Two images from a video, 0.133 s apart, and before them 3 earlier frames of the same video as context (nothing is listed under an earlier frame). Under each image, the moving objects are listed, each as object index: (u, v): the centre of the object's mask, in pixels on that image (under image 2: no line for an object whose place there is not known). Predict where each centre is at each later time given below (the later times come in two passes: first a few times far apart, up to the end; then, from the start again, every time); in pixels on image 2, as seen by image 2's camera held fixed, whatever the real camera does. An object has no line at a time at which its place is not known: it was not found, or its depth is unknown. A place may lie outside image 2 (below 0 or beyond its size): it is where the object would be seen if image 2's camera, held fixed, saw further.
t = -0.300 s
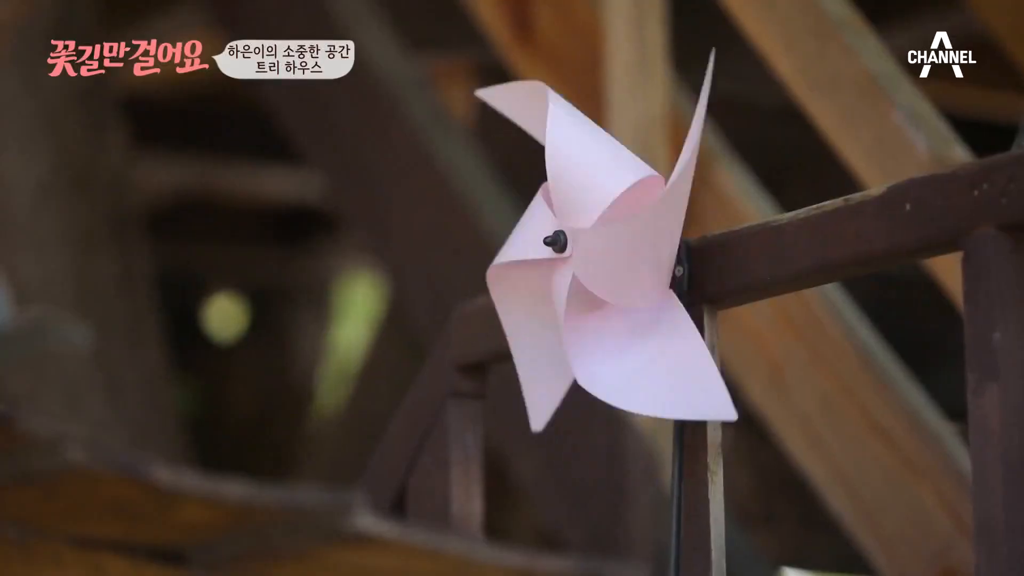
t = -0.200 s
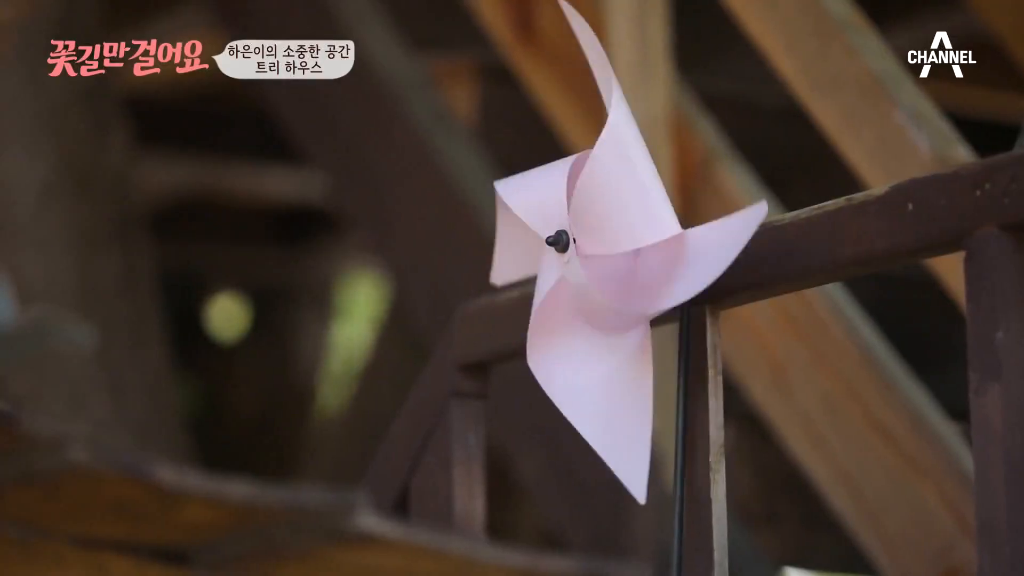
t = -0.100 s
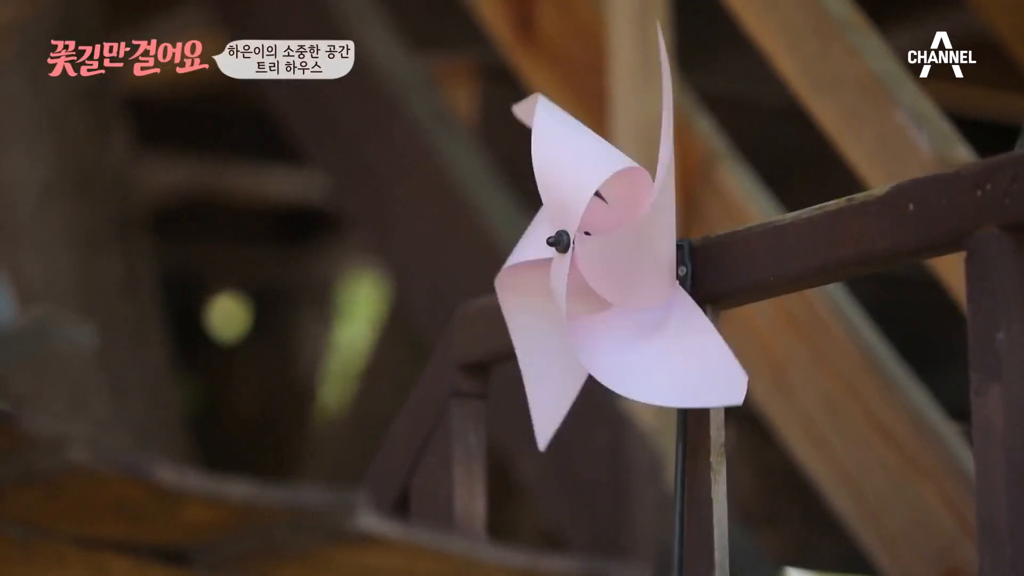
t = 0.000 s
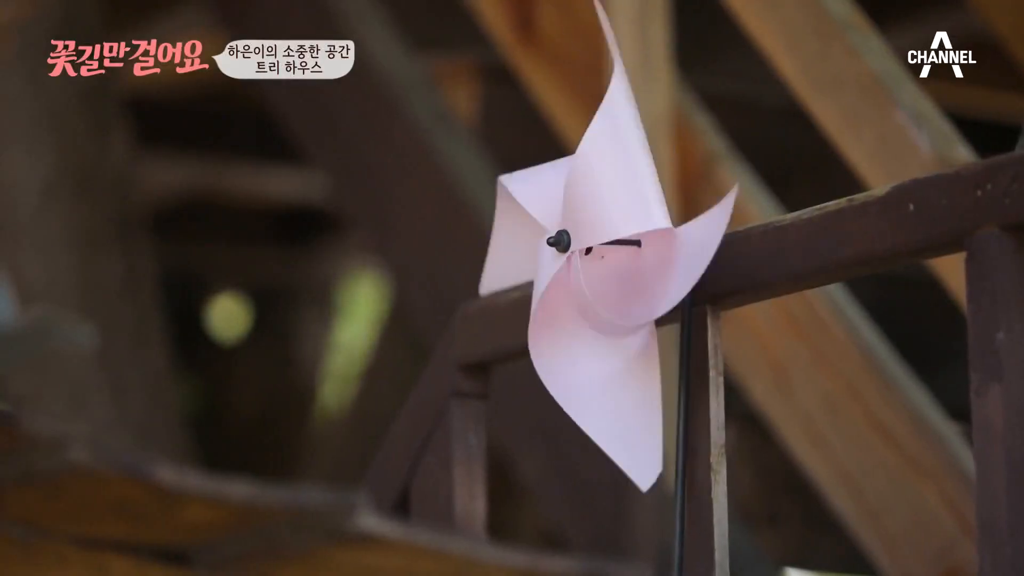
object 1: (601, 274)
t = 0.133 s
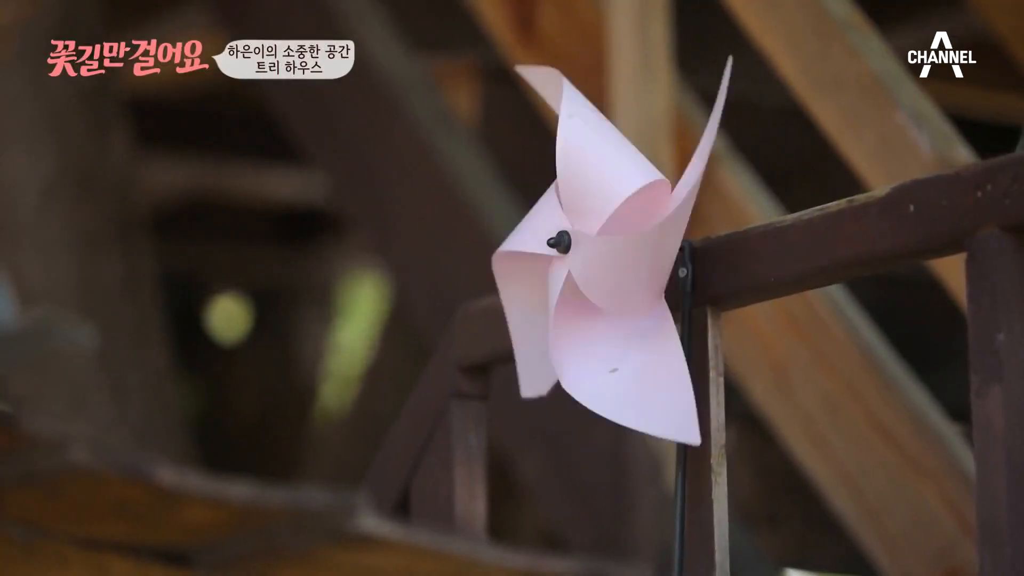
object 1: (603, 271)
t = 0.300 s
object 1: (604, 281)
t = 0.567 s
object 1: (606, 273)
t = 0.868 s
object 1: (602, 271)
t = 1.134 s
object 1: (601, 273)
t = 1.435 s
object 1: (604, 278)
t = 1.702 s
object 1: (605, 272)
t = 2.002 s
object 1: (602, 271)
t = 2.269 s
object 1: (606, 279)
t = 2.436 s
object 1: (600, 274)
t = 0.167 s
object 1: (604, 272)
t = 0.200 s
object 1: (605, 273)
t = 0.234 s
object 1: (607, 275)
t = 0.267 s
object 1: (607, 279)
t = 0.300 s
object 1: (604, 281)
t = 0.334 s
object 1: (603, 279)
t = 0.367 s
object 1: (601, 277)
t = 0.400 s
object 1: (601, 274)
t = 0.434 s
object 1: (602, 272)
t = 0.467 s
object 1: (603, 272)
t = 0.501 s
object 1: (605, 272)
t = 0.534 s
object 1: (606, 273)
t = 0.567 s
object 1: (606, 273)
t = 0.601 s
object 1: (608, 276)
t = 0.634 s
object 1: (609, 278)
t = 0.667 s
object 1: (606, 279)
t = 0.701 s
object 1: (603, 278)
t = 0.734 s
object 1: (601, 276)
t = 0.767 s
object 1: (601, 274)
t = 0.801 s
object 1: (601, 274)
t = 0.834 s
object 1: (602, 271)
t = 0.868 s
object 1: (602, 271)
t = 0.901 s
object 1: (604, 271)
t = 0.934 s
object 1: (605, 273)
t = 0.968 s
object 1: (607, 276)
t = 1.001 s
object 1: (607, 280)
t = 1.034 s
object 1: (604, 279)
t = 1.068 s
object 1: (602, 278)
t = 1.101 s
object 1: (601, 275)
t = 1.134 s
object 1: (601, 273)
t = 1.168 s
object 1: (602, 271)
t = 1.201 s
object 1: (603, 271)
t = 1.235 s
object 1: (604, 272)
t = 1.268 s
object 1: (606, 273)
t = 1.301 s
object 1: (607, 273)
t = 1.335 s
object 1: (608, 275)
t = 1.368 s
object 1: (609, 278)
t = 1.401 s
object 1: (607, 279)
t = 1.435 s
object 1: (604, 278)
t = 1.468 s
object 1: (602, 277)
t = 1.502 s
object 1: (601, 275)
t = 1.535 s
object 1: (602, 274)
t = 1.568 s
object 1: (601, 273)
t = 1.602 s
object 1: (601, 271)
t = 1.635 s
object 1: (602, 270)
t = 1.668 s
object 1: (603, 271)
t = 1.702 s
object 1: (605, 272)
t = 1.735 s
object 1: (606, 275)
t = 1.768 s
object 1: (607, 278)
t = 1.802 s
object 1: (605, 280)
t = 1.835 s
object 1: (603, 280)
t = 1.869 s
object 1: (602, 278)
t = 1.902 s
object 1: (600, 276)
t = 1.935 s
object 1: (600, 273)
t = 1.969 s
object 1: (601, 272)
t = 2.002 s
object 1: (602, 271)
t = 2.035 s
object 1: (603, 271)
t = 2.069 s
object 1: (603, 271)
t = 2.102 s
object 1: (604, 272)
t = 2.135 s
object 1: (605, 273)
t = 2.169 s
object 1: (607, 275)
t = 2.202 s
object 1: (608, 277)
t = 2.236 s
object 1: (607, 279)
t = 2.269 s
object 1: (606, 279)
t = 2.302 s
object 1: (604, 278)
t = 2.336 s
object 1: (602, 278)
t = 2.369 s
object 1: (601, 277)
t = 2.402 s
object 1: (600, 275)
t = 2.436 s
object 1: (600, 274)
